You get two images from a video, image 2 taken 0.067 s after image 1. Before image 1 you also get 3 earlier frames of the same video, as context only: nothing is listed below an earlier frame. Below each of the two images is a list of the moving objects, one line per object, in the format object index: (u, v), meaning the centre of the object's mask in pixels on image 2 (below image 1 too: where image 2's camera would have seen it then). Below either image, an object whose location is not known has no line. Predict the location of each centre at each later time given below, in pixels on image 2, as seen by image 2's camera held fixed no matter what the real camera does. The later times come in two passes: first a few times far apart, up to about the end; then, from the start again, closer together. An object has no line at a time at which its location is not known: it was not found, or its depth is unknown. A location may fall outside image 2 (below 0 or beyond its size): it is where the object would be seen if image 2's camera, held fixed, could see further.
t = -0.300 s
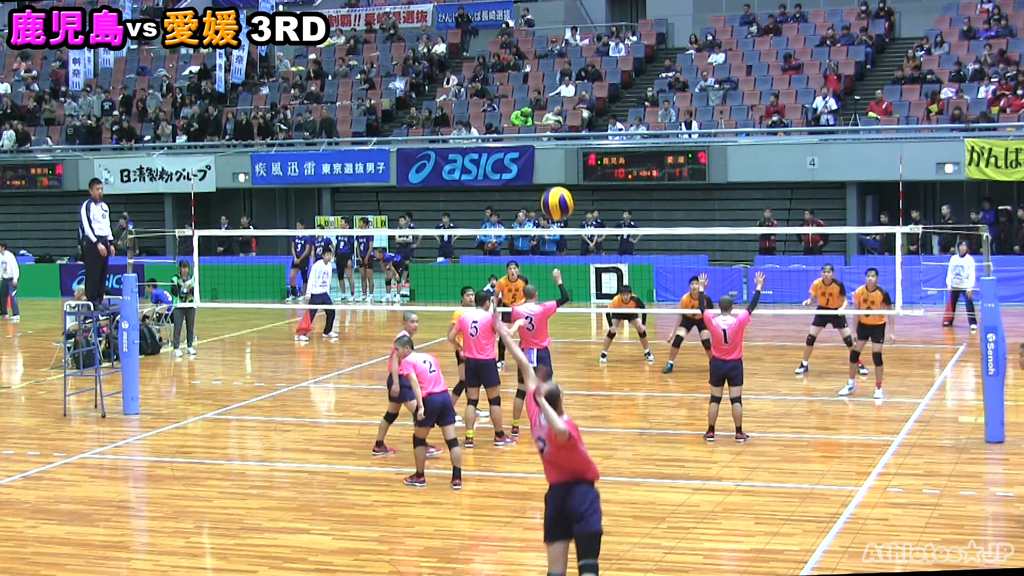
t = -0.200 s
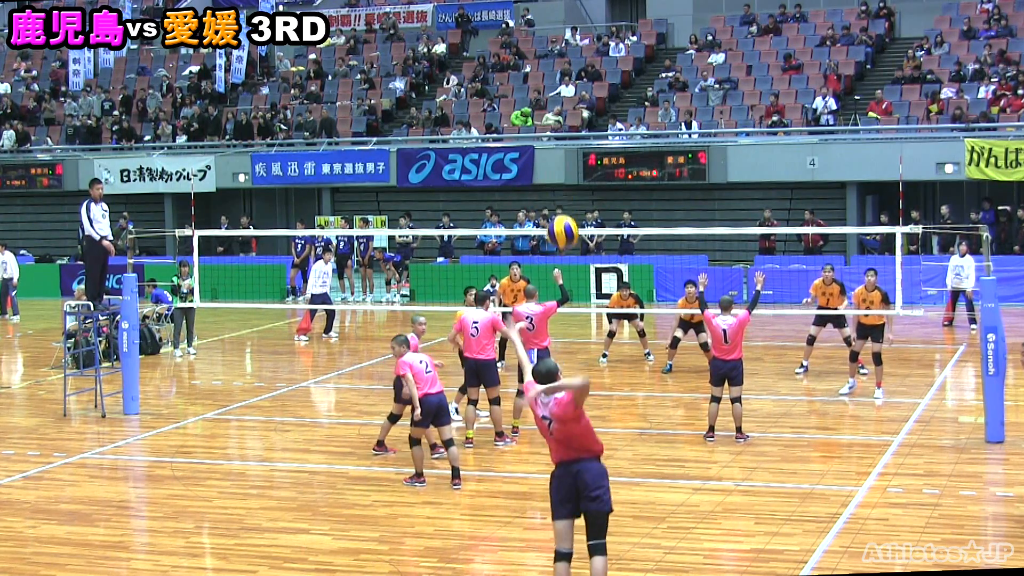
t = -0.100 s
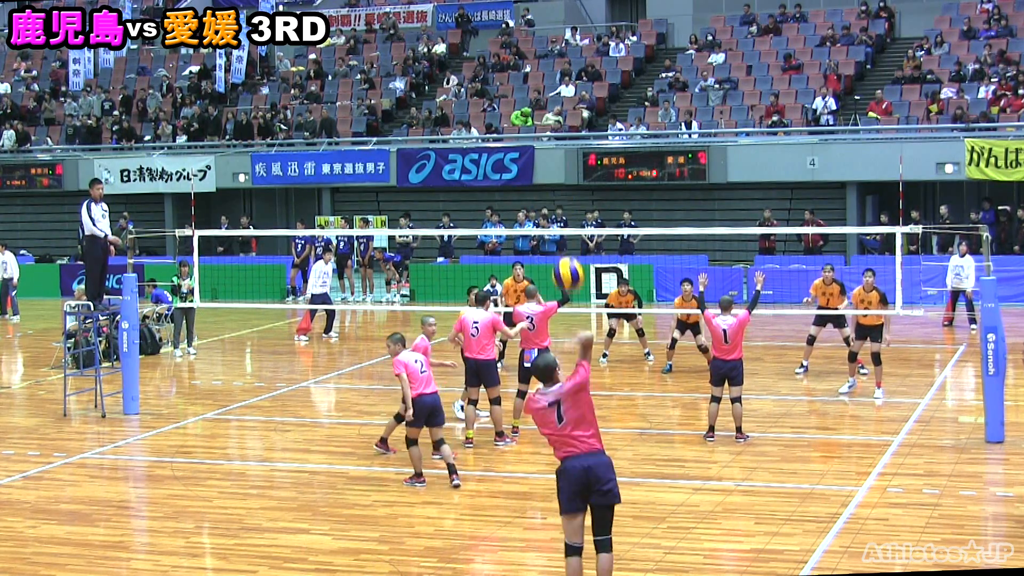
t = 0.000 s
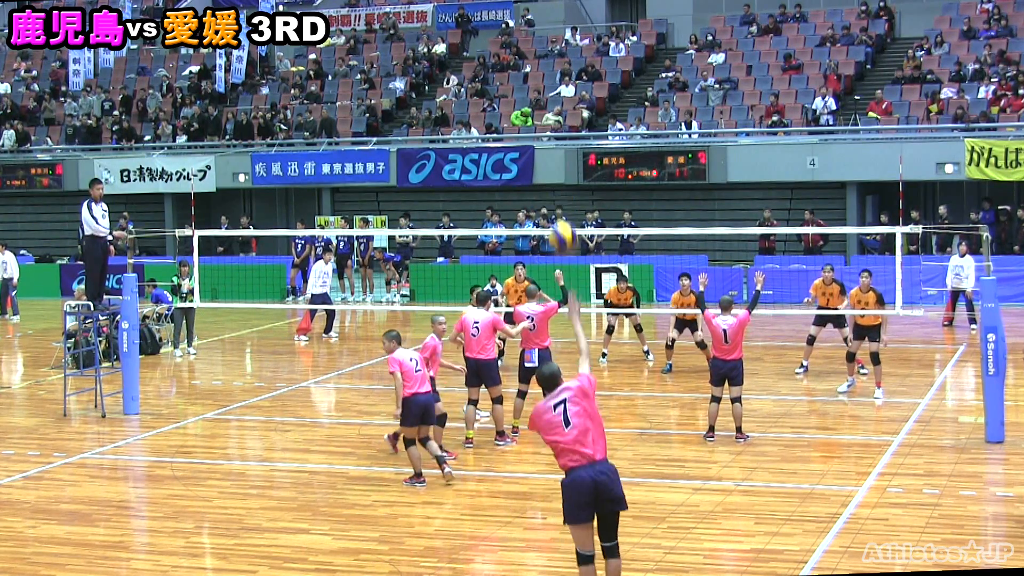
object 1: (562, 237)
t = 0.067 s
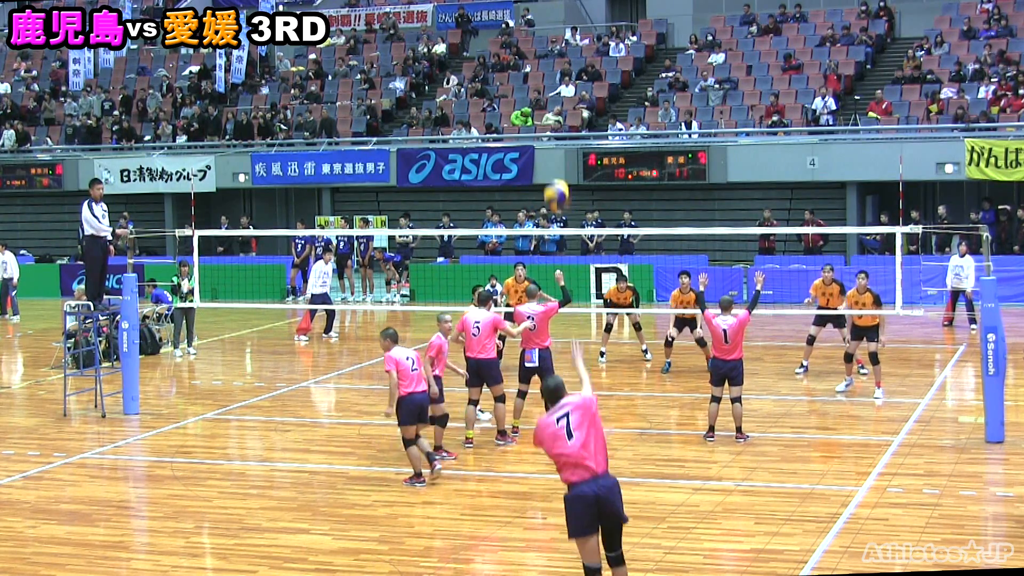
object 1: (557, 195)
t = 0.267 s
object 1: (551, 119)
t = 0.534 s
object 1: (548, 99)
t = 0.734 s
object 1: (544, 129)
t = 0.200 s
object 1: (552, 137)
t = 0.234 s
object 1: (552, 126)
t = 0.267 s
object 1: (551, 119)
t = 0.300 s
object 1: (551, 110)
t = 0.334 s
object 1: (550, 105)
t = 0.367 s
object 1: (549, 100)
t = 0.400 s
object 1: (549, 97)
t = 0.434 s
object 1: (549, 95)
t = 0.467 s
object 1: (549, 95)
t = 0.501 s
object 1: (548, 97)
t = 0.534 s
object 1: (548, 99)
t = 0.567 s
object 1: (548, 102)
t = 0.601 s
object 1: (548, 106)
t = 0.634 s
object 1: (548, 110)
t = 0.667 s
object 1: (547, 115)
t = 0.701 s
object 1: (546, 121)
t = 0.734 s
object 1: (544, 129)
